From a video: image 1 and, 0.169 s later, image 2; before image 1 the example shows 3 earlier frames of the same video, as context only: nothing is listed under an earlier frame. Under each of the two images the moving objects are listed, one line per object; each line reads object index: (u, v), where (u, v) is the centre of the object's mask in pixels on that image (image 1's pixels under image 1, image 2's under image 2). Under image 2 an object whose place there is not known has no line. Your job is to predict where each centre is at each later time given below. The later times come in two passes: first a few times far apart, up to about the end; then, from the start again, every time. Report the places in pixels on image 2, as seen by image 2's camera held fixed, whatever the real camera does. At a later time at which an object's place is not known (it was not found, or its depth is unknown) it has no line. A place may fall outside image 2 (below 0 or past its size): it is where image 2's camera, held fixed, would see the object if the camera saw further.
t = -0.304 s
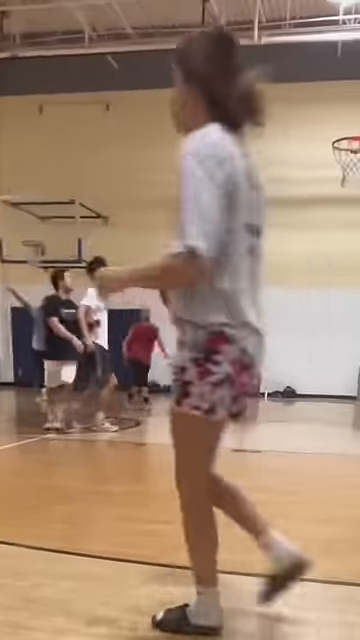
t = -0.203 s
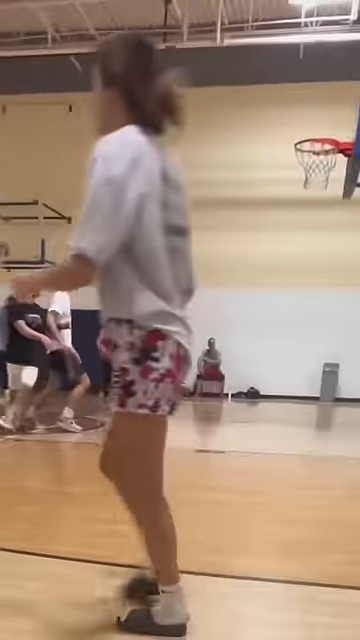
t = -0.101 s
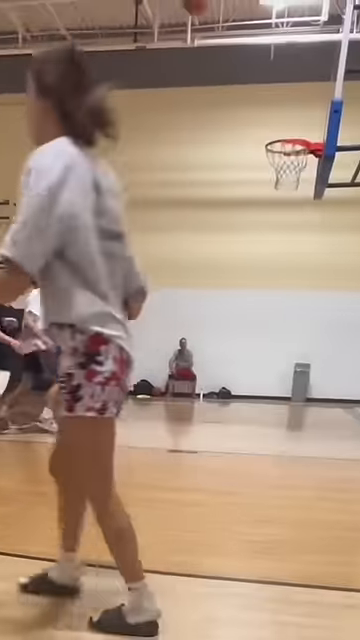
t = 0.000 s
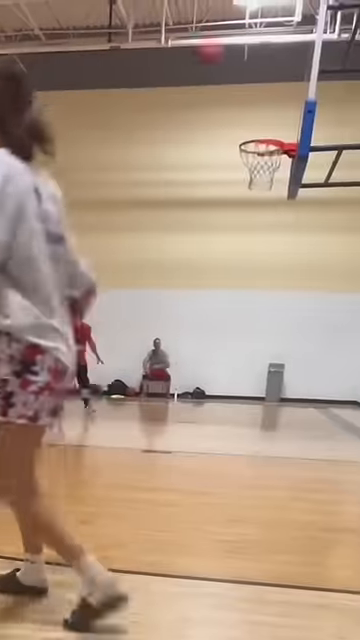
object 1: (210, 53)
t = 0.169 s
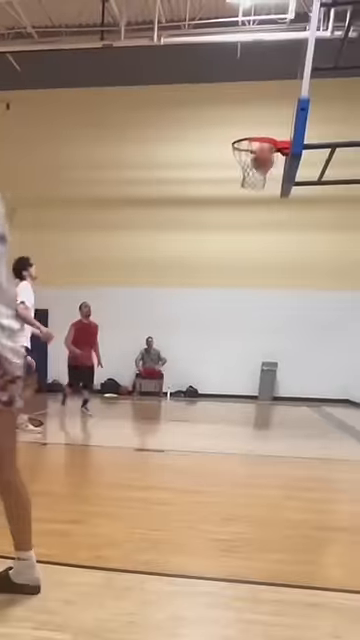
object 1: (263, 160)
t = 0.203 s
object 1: (269, 168)
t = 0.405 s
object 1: (259, 185)
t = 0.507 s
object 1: (248, 199)
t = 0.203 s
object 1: (269, 168)
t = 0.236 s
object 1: (270, 164)
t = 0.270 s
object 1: (270, 168)
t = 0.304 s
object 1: (269, 169)
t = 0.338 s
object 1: (264, 176)
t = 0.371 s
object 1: (261, 180)
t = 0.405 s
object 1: (259, 185)
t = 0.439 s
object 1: (255, 188)
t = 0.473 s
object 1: (252, 193)
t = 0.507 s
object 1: (248, 199)
